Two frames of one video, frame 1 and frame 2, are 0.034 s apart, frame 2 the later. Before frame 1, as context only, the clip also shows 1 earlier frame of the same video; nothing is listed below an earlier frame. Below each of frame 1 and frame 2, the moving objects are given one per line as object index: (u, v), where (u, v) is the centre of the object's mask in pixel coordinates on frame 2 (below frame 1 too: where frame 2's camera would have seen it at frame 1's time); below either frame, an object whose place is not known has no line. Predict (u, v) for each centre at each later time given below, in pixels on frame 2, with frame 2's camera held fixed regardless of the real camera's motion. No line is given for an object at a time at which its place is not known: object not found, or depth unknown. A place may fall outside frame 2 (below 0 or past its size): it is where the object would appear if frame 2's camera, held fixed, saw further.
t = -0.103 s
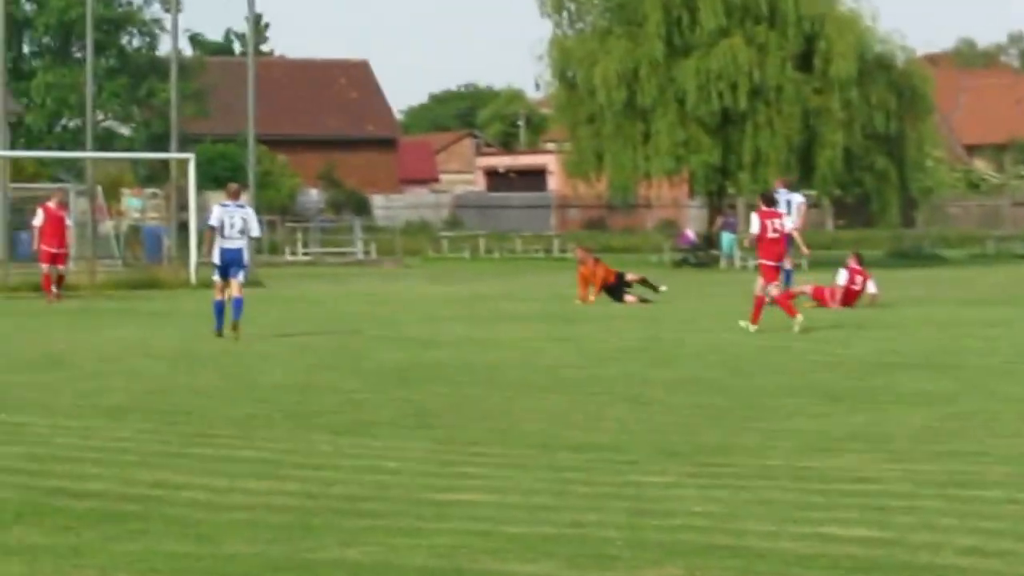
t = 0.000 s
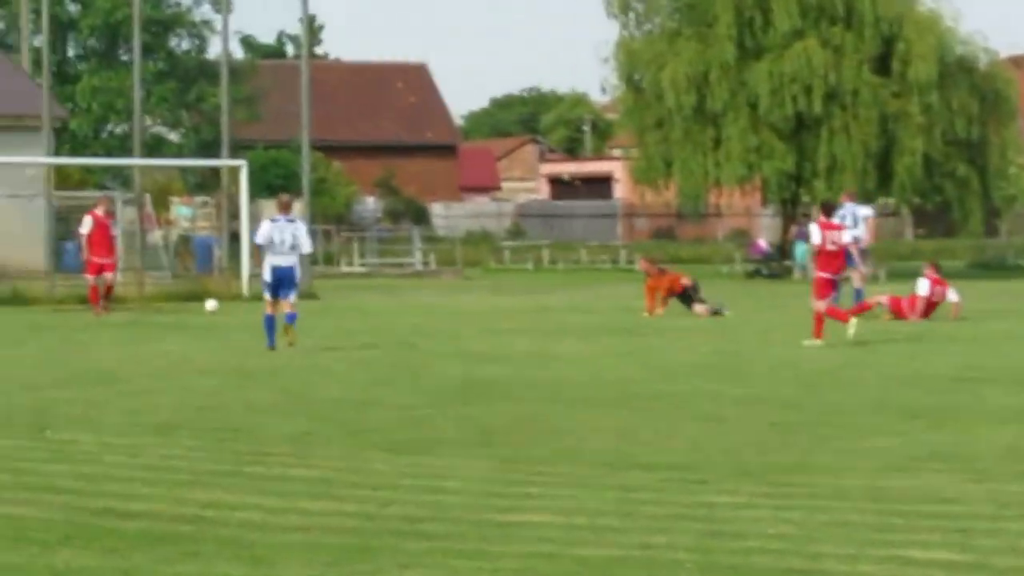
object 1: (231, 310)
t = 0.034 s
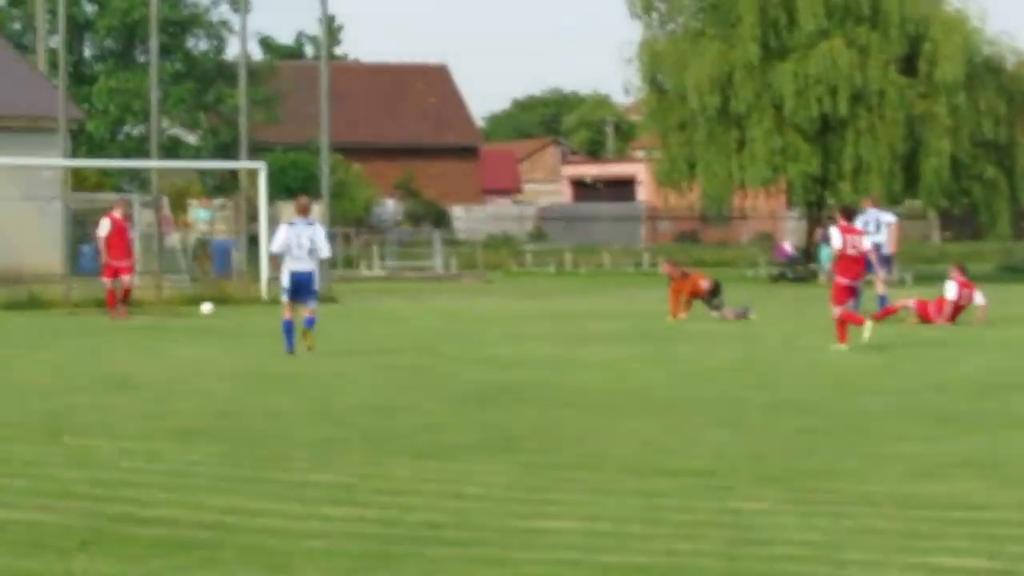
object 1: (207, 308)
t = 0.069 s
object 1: (185, 309)
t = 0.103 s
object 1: (164, 306)
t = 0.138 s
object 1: (141, 307)
